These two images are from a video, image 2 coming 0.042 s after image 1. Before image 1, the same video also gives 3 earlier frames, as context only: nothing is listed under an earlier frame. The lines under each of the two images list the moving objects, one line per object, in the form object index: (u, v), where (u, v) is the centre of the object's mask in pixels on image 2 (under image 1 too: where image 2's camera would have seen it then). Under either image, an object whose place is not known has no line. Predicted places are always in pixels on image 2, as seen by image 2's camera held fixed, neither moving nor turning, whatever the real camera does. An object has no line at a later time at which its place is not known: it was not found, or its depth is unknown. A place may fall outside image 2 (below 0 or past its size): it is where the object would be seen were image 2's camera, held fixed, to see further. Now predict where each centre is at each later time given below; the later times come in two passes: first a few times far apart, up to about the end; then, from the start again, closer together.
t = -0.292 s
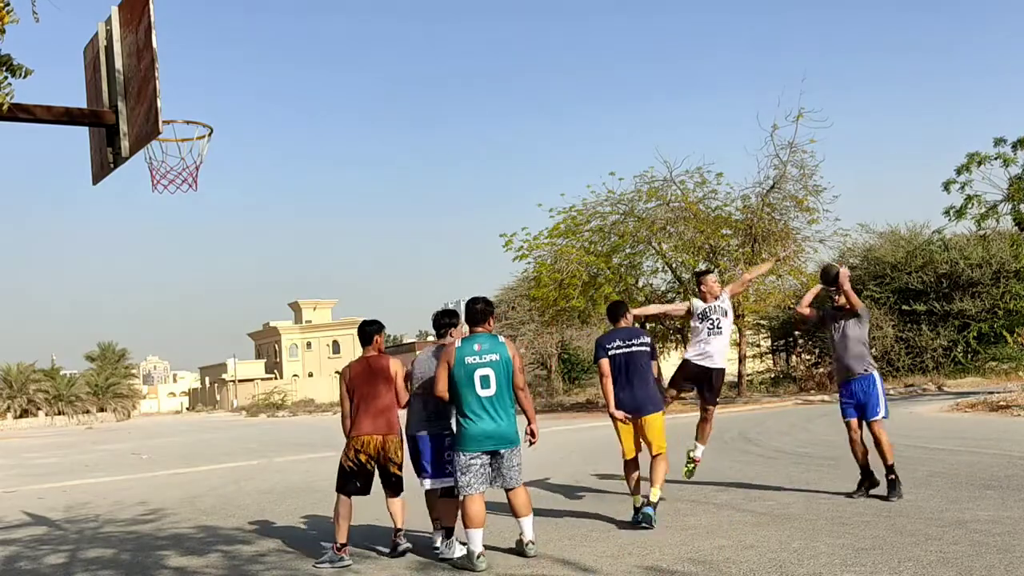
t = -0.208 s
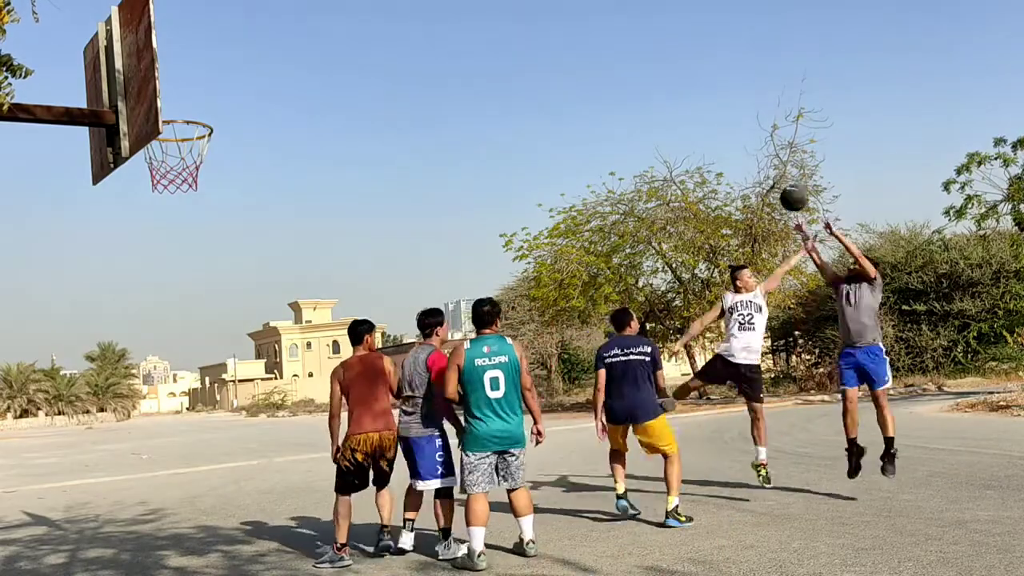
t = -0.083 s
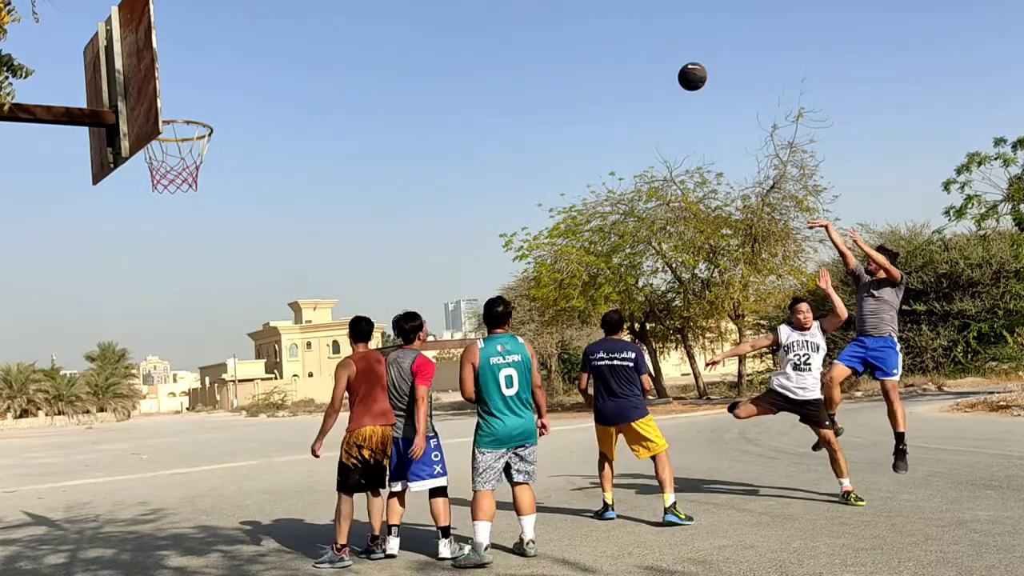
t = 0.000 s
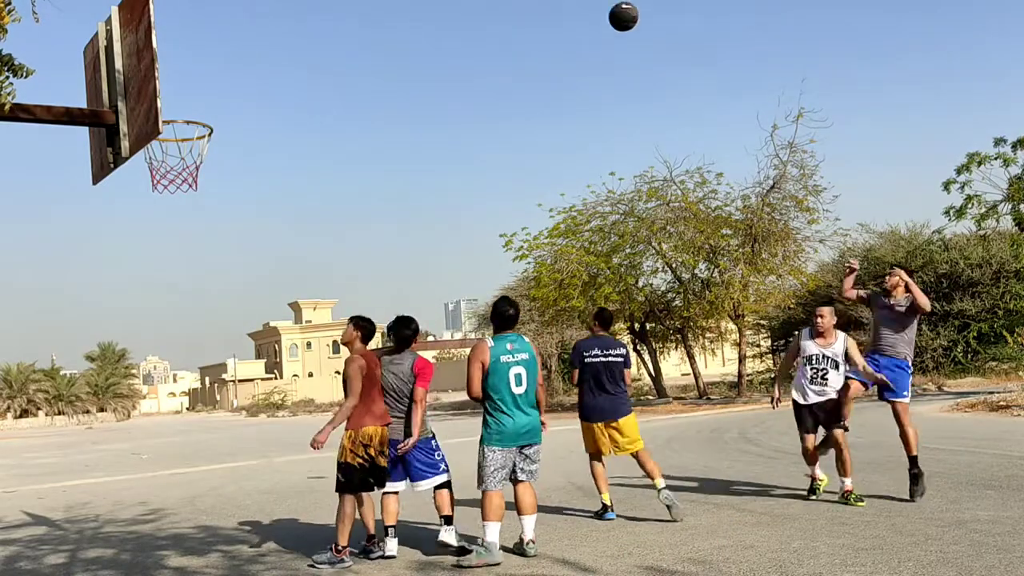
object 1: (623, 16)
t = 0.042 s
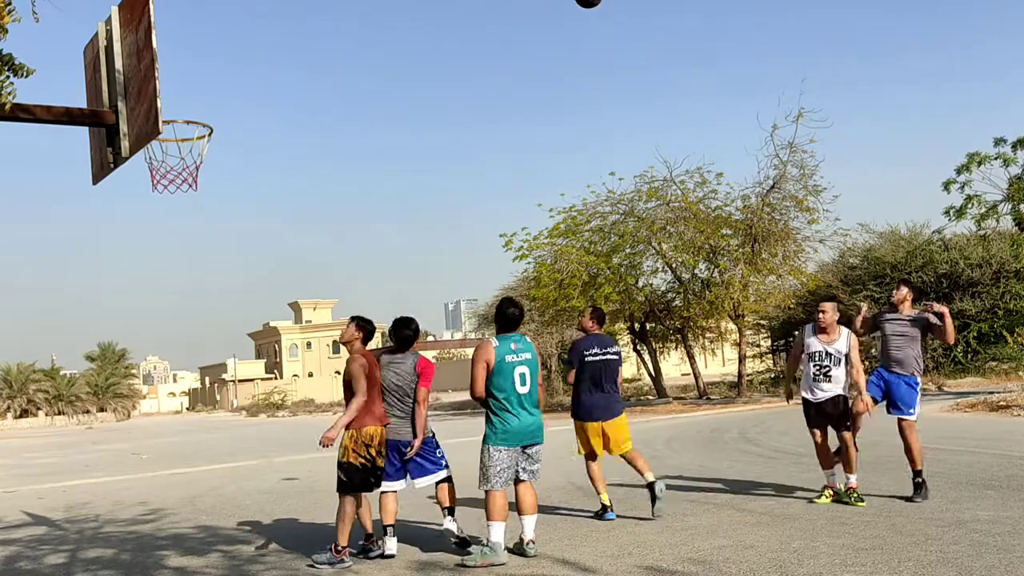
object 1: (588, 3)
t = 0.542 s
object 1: (169, 87)
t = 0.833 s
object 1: (230, 124)
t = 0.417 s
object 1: (269, 8)
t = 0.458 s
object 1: (248, 15)
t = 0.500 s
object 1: (206, 47)
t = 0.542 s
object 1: (169, 87)
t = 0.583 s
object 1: (163, 103)
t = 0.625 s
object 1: (170, 94)
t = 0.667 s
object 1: (179, 91)
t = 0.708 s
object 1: (193, 93)
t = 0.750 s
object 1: (208, 101)
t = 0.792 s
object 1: (223, 115)
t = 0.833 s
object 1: (230, 124)
